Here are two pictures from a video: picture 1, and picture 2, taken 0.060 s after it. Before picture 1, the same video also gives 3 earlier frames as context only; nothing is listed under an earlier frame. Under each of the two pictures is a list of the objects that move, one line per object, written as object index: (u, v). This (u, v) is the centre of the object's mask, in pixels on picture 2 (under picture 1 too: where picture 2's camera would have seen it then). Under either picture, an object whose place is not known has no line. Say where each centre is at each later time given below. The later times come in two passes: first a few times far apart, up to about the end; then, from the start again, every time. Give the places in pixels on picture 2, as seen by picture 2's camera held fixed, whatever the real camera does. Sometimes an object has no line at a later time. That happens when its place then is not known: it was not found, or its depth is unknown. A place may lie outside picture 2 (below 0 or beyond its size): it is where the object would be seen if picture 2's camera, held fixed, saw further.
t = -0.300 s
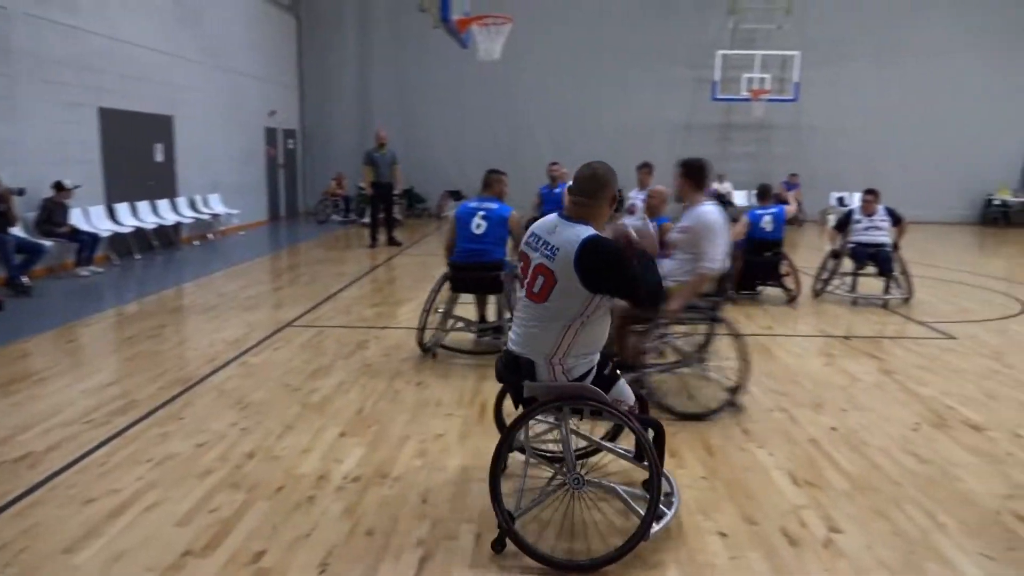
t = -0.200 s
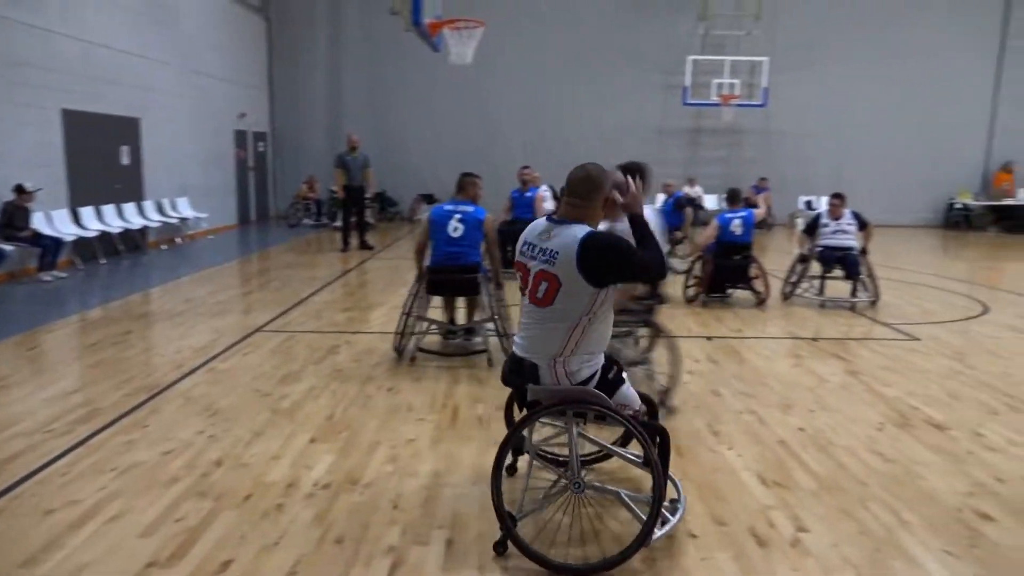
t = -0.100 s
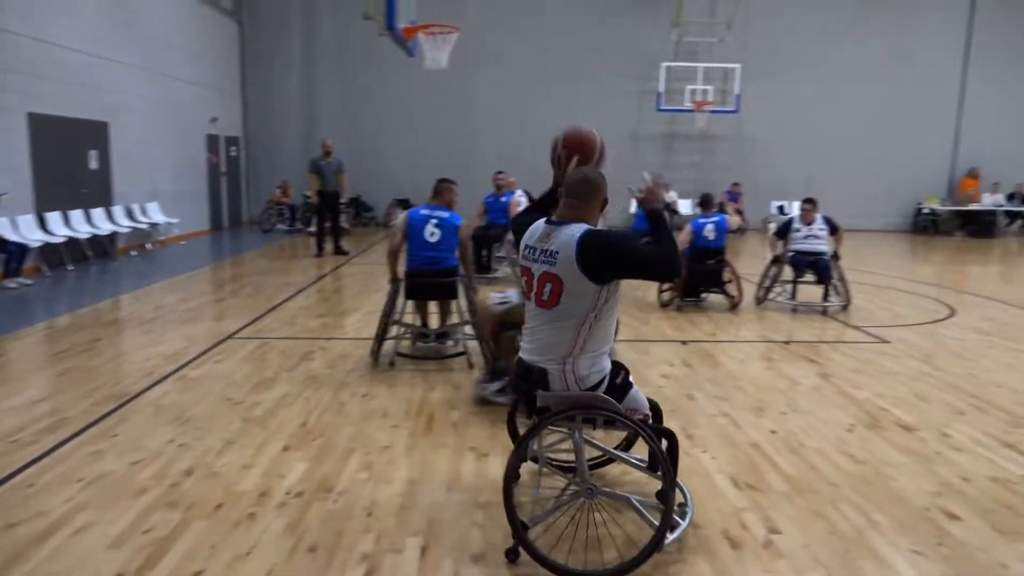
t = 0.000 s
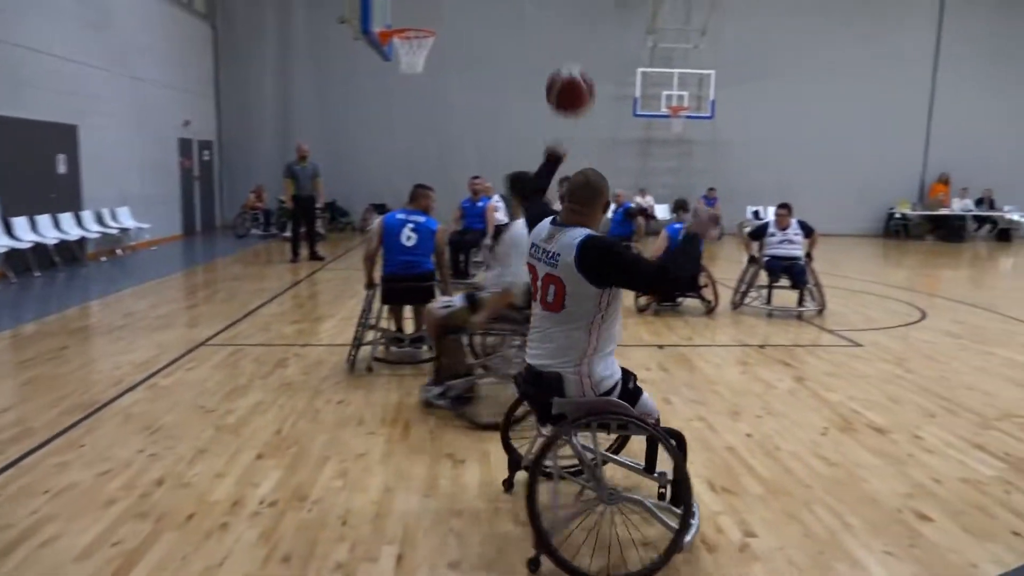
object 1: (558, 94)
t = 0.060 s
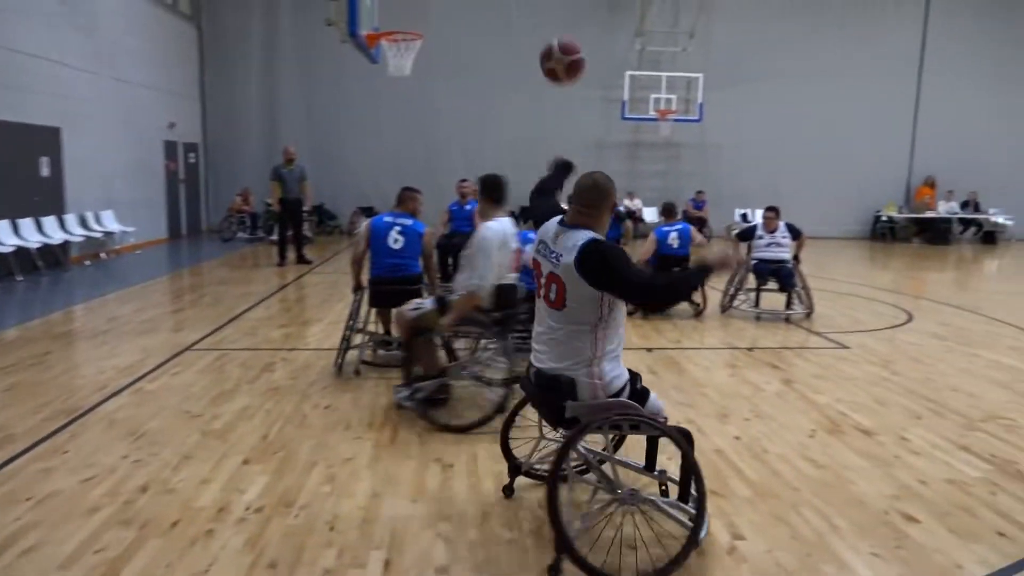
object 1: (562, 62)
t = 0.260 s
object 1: (571, 19)
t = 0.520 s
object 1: (577, 53)
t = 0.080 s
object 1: (563, 54)
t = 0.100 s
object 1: (564, 46)
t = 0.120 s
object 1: (565, 40)
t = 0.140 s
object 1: (566, 34)
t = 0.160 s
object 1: (568, 30)
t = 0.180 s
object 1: (568, 26)
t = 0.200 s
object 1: (569, 24)
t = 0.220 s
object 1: (570, 21)
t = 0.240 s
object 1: (570, 20)
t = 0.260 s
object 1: (571, 19)
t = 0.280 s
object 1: (572, 19)
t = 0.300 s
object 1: (572, 20)
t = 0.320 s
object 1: (573, 21)
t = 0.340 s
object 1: (573, 21)
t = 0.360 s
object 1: (574, 23)
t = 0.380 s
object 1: (575, 25)
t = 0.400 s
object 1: (575, 29)
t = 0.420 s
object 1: (575, 31)
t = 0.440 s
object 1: (575, 36)
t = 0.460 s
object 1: (576, 39)
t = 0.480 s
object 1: (576, 43)
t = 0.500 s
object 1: (576, 48)
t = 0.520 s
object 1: (577, 53)
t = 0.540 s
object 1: (577, 57)
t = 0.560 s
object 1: (577, 63)
